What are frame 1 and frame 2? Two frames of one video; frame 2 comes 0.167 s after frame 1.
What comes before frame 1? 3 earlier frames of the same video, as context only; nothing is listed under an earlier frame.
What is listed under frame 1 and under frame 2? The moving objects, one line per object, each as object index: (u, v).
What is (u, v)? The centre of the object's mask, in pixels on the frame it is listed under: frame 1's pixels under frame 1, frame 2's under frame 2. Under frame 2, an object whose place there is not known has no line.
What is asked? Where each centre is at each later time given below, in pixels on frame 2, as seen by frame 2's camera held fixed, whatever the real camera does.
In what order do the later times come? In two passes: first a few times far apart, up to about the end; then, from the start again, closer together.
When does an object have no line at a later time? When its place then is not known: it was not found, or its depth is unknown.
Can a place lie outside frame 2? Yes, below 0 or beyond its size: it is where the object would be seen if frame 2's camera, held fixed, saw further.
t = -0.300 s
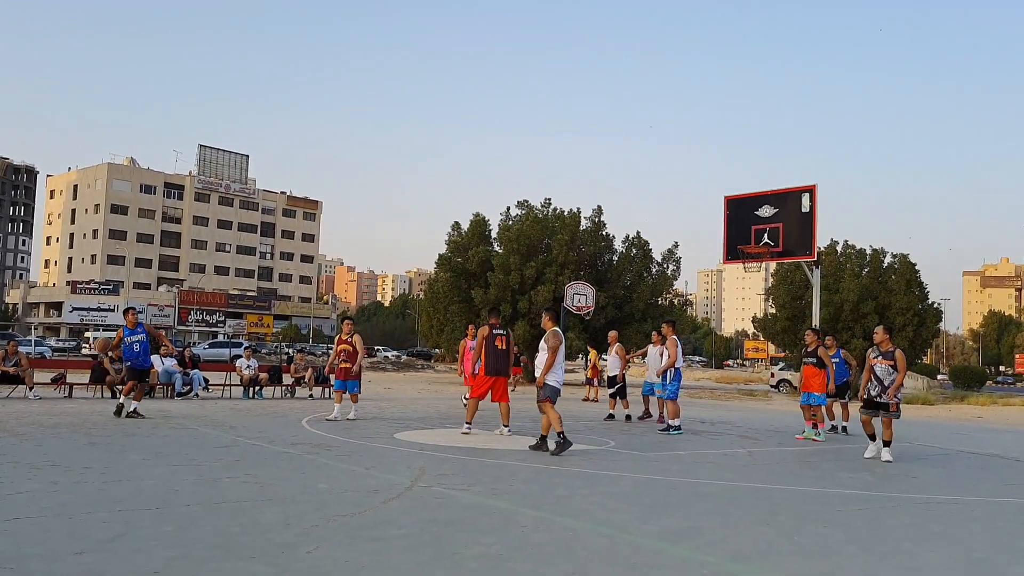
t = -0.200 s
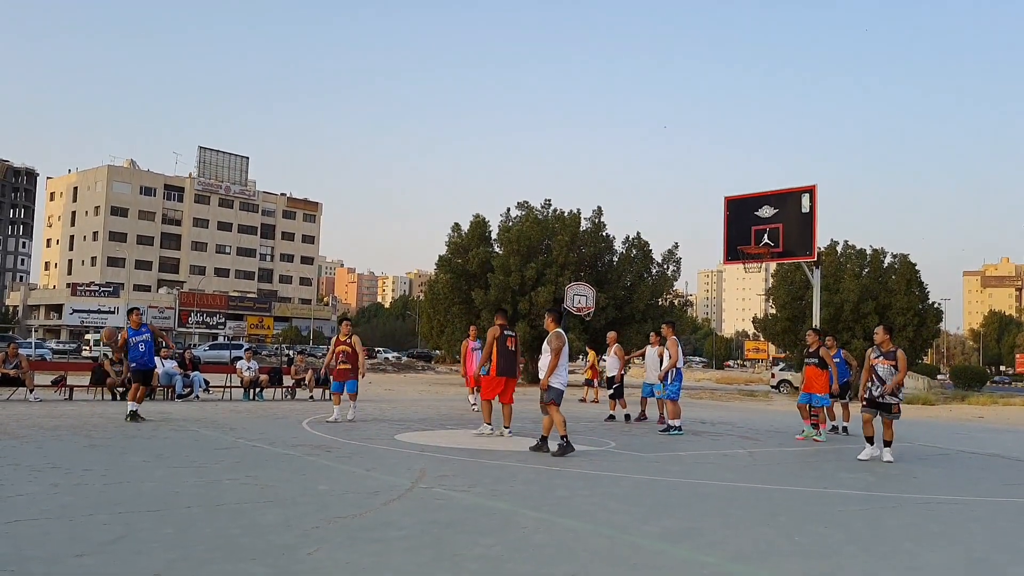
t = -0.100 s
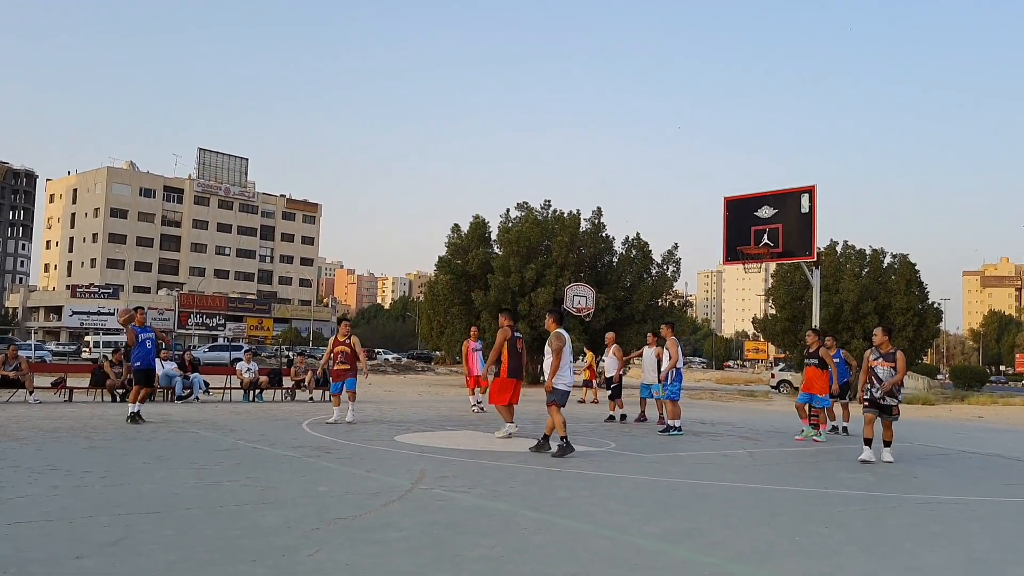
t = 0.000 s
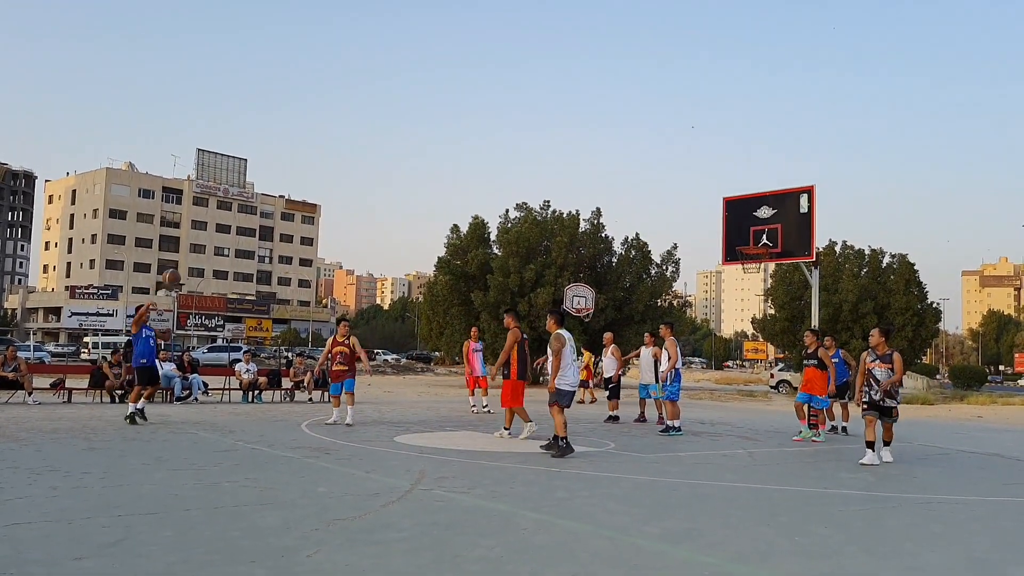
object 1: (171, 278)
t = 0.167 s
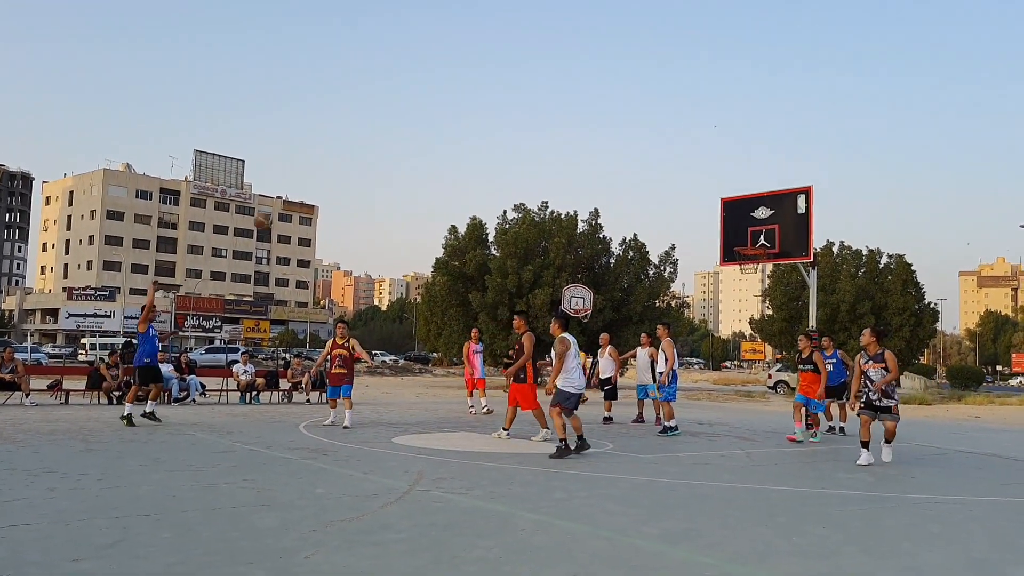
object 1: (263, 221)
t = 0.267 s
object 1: (320, 194)
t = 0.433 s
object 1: (420, 165)
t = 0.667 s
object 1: (570, 157)
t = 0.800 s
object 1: (662, 173)
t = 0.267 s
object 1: (320, 194)
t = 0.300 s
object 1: (340, 187)
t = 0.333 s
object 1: (359, 180)
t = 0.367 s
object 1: (379, 174)
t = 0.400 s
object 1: (399, 169)
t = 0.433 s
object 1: (420, 165)
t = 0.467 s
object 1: (441, 161)
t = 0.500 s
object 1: (462, 159)
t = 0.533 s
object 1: (483, 157)
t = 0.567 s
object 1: (504, 156)
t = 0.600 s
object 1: (526, 155)
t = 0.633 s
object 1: (548, 156)
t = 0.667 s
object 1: (570, 157)
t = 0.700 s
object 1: (593, 159)
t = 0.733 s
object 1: (615, 163)
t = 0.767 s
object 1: (638, 167)
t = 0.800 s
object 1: (662, 173)
